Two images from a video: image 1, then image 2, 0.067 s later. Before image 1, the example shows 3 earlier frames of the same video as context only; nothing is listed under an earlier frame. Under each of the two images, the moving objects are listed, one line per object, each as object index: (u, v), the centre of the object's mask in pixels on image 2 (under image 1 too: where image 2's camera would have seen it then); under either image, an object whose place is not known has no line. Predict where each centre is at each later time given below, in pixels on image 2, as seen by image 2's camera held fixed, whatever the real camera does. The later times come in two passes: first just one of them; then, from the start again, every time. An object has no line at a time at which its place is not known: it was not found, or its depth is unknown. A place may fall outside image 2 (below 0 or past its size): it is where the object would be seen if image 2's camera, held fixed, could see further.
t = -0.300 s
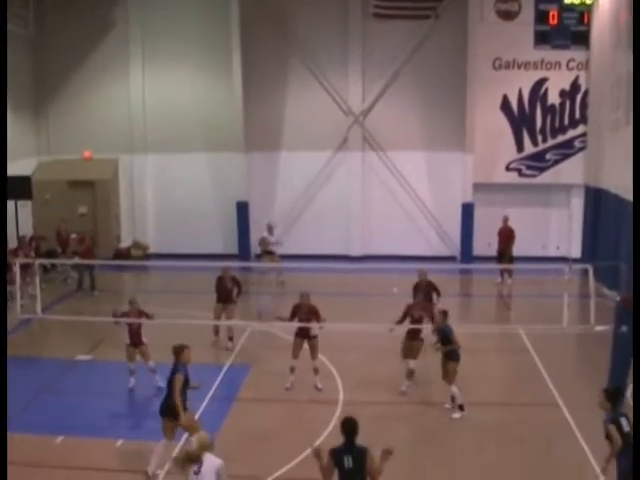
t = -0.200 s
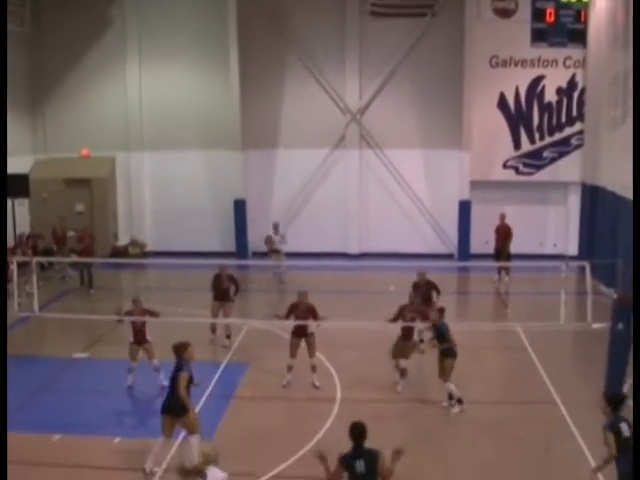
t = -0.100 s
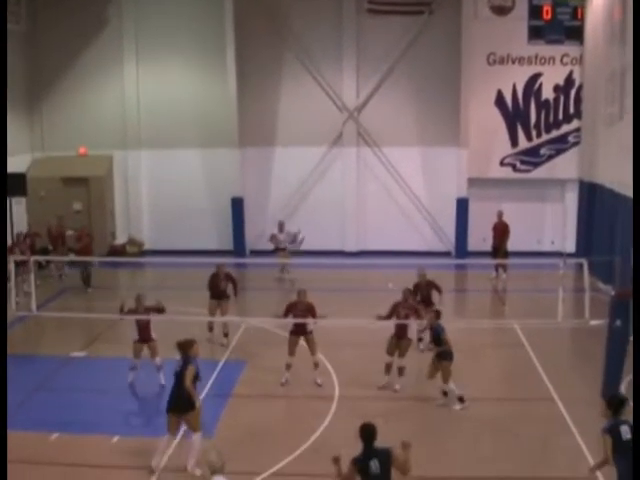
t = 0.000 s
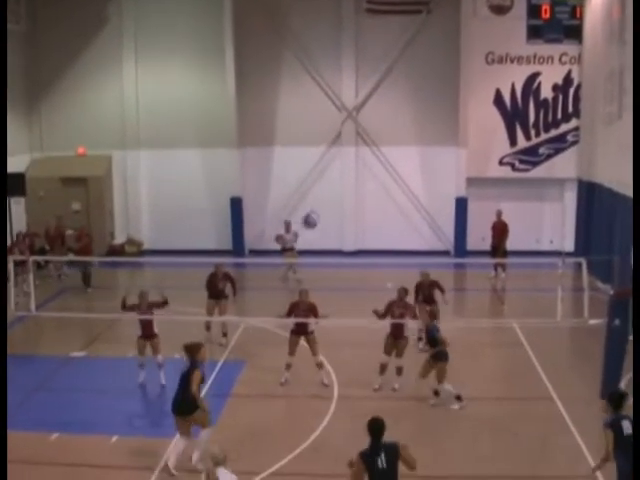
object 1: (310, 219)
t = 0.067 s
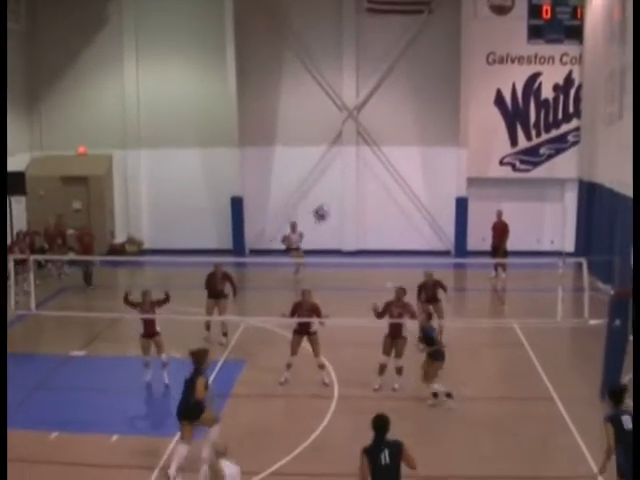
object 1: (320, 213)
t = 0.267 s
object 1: (348, 215)
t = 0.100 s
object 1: (325, 211)
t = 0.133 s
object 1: (330, 210)
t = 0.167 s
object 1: (335, 210)
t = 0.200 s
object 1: (339, 211)
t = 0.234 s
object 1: (344, 213)
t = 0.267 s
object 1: (348, 215)
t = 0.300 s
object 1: (352, 218)
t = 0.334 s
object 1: (356, 221)
